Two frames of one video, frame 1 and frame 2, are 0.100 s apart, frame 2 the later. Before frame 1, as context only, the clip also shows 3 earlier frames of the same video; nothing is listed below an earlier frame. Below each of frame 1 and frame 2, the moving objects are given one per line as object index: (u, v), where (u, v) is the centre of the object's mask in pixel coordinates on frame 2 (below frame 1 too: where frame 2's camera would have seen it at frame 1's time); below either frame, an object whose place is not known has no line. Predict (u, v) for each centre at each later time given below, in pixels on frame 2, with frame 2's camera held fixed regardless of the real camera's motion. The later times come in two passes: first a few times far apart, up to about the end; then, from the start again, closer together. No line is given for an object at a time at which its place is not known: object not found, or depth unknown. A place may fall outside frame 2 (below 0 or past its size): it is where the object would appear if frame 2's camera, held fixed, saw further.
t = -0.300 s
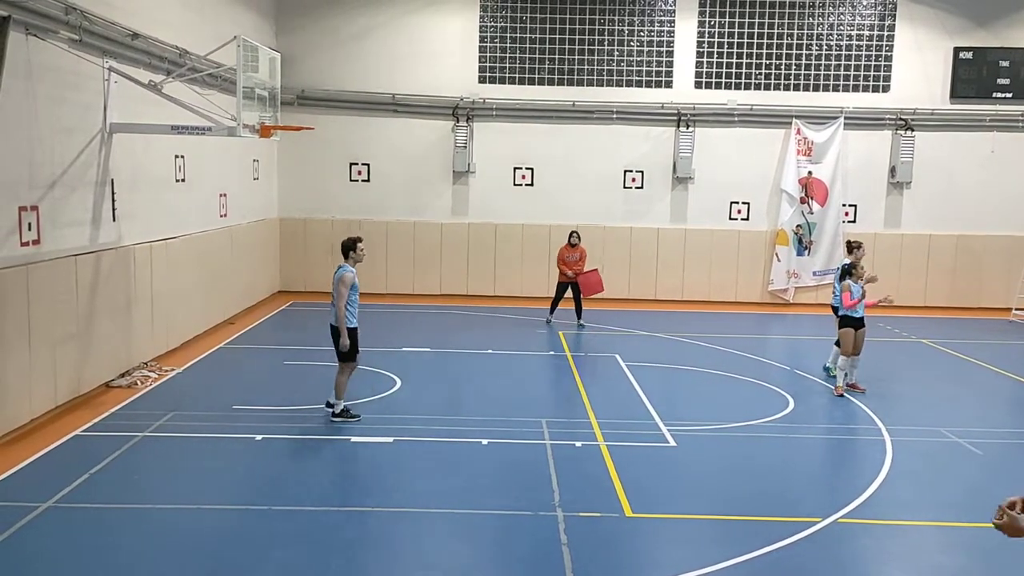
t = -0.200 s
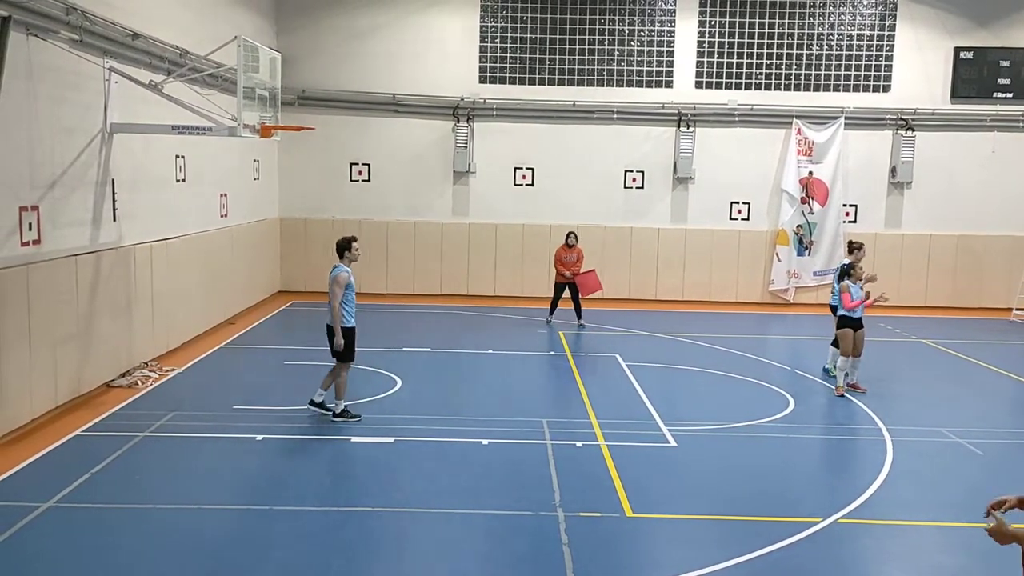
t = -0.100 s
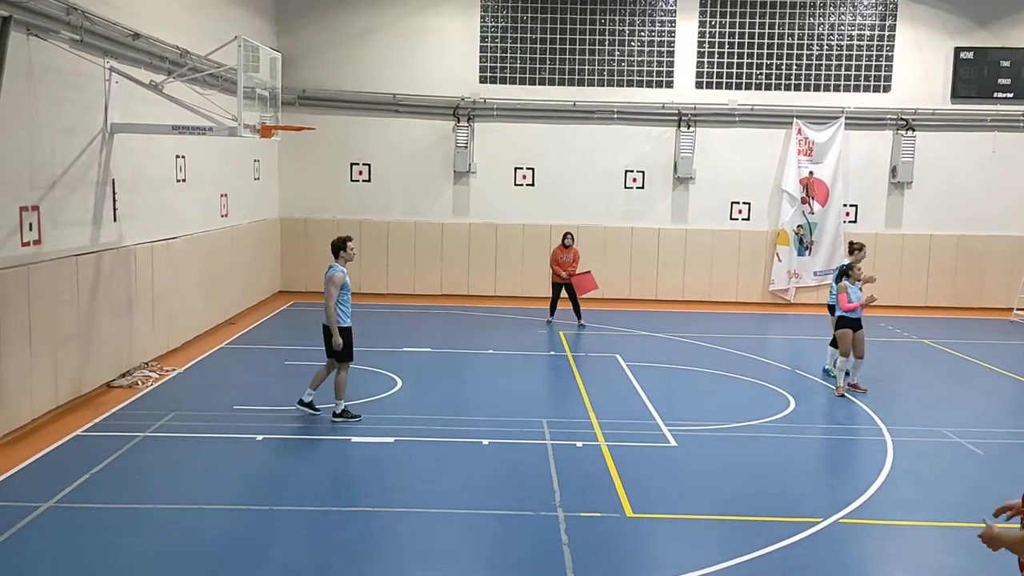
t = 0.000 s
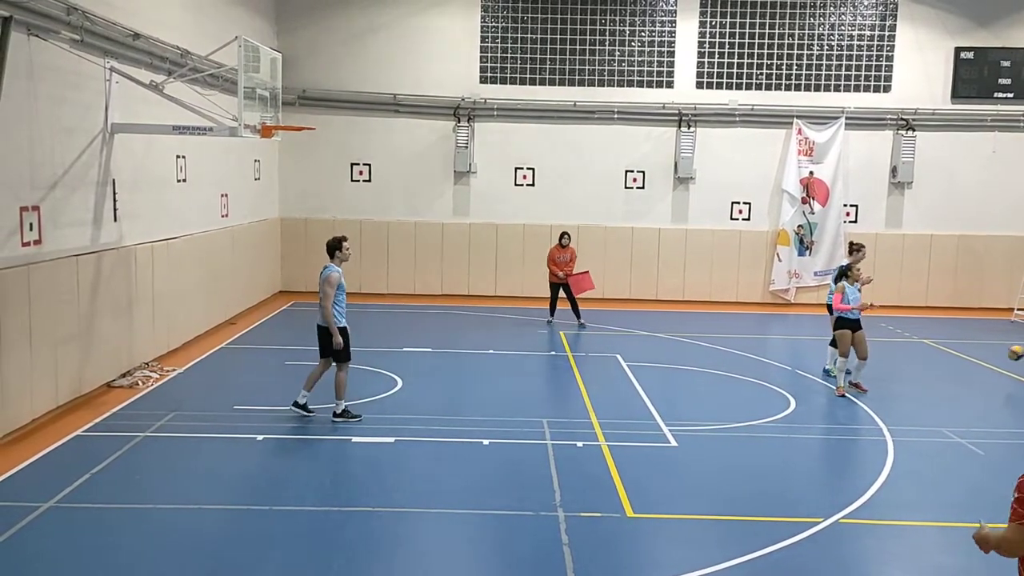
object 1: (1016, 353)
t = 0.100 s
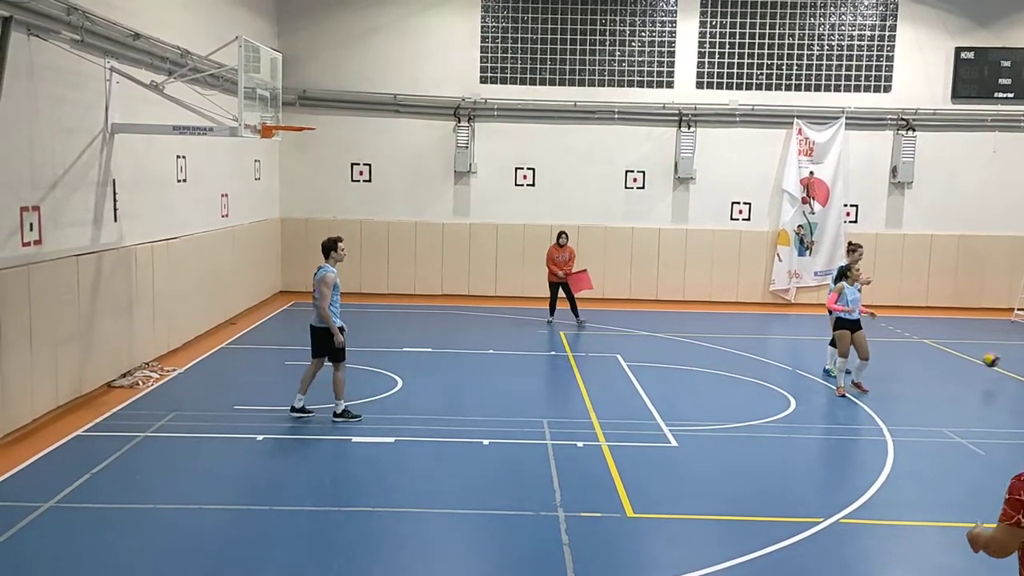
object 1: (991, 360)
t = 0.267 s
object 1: (949, 365)
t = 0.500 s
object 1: (893, 363)
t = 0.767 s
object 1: (829, 364)
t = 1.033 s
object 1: (763, 369)
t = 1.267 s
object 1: (706, 377)
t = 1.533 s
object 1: (641, 378)
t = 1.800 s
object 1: (576, 377)
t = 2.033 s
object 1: (519, 378)
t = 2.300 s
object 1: (454, 380)
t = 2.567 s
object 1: (388, 381)
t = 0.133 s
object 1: (981, 363)
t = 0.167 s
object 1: (974, 368)
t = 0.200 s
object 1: (965, 373)
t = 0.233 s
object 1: (957, 368)
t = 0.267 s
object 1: (949, 365)
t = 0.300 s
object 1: (941, 362)
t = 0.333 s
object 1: (934, 360)
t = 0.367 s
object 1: (925, 358)
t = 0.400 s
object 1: (918, 358)
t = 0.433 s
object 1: (909, 359)
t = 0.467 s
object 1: (901, 360)
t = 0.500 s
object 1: (893, 363)
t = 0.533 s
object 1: (885, 365)
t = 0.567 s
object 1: (876, 369)
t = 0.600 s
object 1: (872, 373)
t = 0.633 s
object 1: (855, 372)
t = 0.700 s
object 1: (836, 367)
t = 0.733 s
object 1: (834, 363)
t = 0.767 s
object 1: (829, 364)
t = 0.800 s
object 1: (820, 364)
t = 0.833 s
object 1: (811, 365)
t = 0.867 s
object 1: (804, 367)
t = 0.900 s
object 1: (796, 369)
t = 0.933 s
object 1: (787, 373)
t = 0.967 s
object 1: (779, 375)
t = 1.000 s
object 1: (771, 372)
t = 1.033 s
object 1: (763, 369)
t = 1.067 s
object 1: (755, 368)
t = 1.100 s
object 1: (747, 367)
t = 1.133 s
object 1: (739, 367)
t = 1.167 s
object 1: (732, 368)
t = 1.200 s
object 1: (722, 371)
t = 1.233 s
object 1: (715, 373)
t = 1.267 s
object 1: (706, 377)
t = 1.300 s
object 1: (698, 375)
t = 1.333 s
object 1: (690, 373)
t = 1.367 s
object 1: (683, 371)
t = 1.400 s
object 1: (674, 372)
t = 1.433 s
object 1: (666, 372)
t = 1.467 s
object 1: (658, 374)
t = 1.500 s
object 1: (649, 376)
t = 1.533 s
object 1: (641, 378)
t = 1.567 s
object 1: (634, 376)
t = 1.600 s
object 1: (625, 375)
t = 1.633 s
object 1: (617, 375)
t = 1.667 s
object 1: (609, 375)
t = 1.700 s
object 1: (601, 376)
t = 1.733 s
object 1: (593, 378)
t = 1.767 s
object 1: (585, 379)
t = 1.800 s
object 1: (576, 377)
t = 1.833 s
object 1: (568, 376)
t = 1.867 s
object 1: (561, 376)
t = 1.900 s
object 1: (552, 377)
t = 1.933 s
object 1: (544, 379)
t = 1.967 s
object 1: (535, 381)
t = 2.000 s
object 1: (527, 379)
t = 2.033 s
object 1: (519, 378)
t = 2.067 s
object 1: (511, 378)
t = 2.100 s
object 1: (503, 378)
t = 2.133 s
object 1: (494, 380)
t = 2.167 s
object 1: (487, 382)
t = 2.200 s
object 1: (478, 379)
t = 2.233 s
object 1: (470, 380)
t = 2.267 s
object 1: (462, 379)
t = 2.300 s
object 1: (454, 380)
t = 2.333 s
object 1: (445, 383)
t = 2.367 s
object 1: (437, 381)
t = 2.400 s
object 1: (429, 380)
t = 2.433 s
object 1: (421, 381)
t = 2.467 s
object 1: (413, 382)
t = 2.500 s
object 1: (405, 384)
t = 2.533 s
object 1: (397, 382)
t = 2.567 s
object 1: (388, 381)
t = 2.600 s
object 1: (380, 382)
